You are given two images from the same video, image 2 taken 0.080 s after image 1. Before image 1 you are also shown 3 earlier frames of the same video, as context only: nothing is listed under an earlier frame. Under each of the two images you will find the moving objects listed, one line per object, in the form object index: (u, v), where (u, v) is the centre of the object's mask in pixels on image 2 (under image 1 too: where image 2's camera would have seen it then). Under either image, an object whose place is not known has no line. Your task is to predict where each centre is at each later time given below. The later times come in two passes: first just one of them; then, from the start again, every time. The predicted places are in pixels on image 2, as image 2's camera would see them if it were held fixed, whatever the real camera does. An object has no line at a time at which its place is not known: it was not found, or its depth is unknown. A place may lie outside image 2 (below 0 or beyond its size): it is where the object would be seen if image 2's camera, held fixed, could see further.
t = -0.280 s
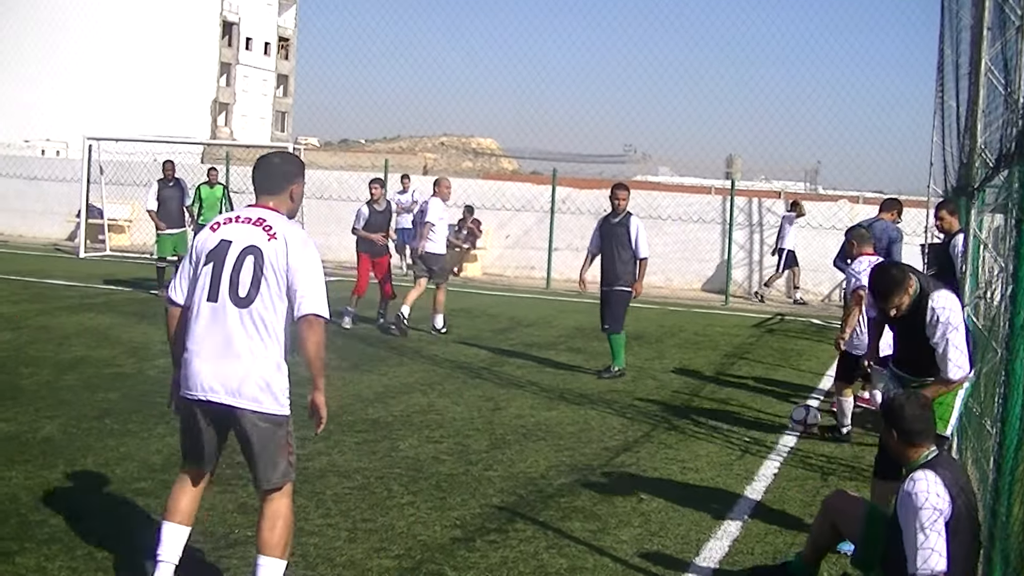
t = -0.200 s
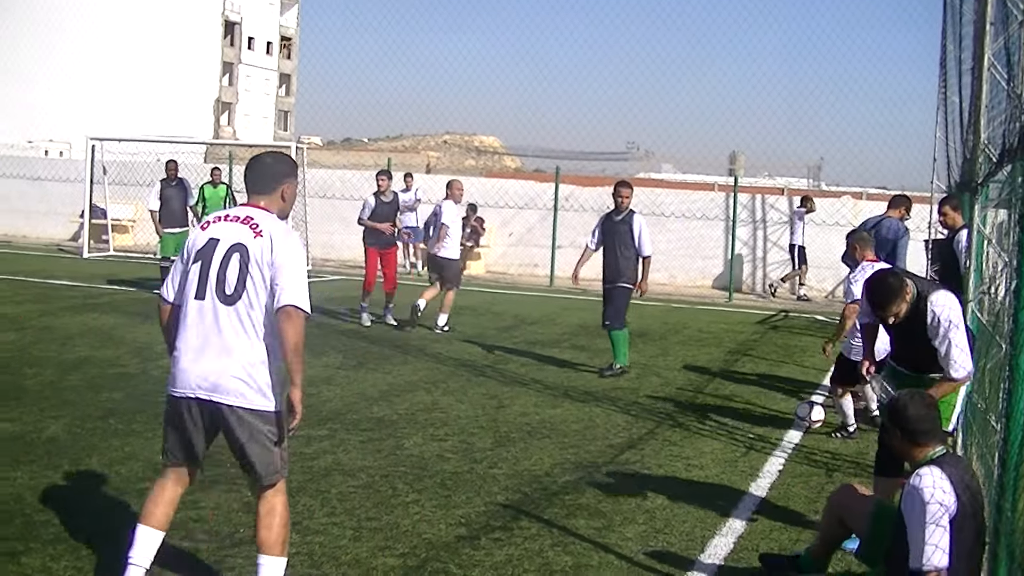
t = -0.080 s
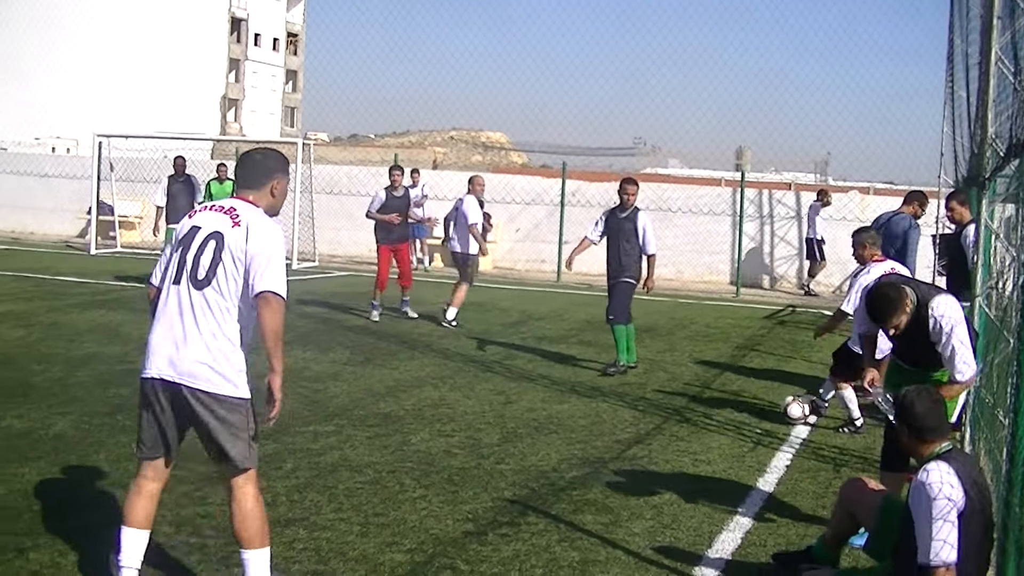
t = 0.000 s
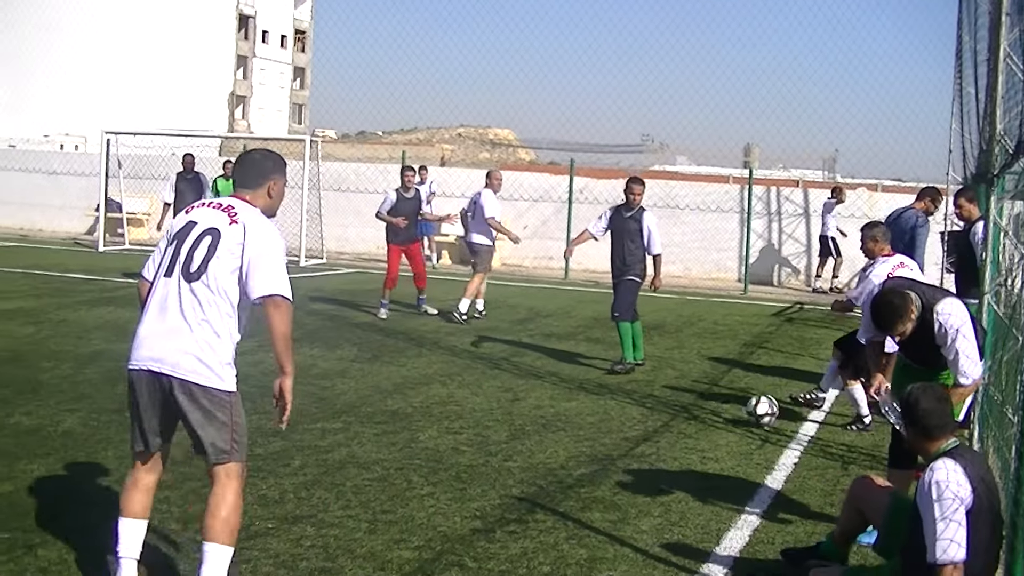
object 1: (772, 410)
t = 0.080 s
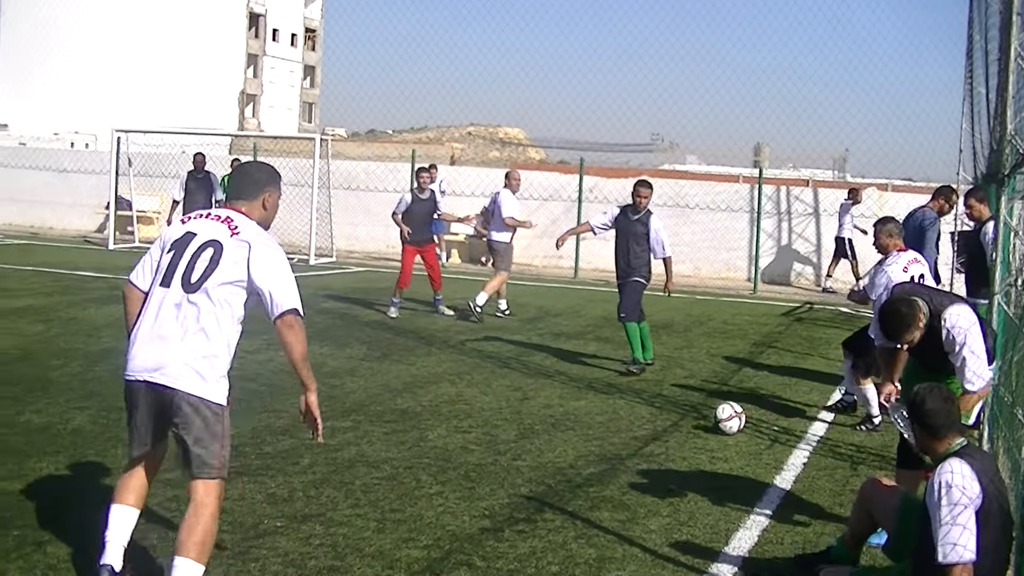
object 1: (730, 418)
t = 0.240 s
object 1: (649, 424)
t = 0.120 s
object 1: (709, 419)
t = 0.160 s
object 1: (688, 423)
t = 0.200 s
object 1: (667, 427)
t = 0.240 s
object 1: (649, 424)
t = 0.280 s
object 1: (629, 425)
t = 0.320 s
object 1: (609, 426)
